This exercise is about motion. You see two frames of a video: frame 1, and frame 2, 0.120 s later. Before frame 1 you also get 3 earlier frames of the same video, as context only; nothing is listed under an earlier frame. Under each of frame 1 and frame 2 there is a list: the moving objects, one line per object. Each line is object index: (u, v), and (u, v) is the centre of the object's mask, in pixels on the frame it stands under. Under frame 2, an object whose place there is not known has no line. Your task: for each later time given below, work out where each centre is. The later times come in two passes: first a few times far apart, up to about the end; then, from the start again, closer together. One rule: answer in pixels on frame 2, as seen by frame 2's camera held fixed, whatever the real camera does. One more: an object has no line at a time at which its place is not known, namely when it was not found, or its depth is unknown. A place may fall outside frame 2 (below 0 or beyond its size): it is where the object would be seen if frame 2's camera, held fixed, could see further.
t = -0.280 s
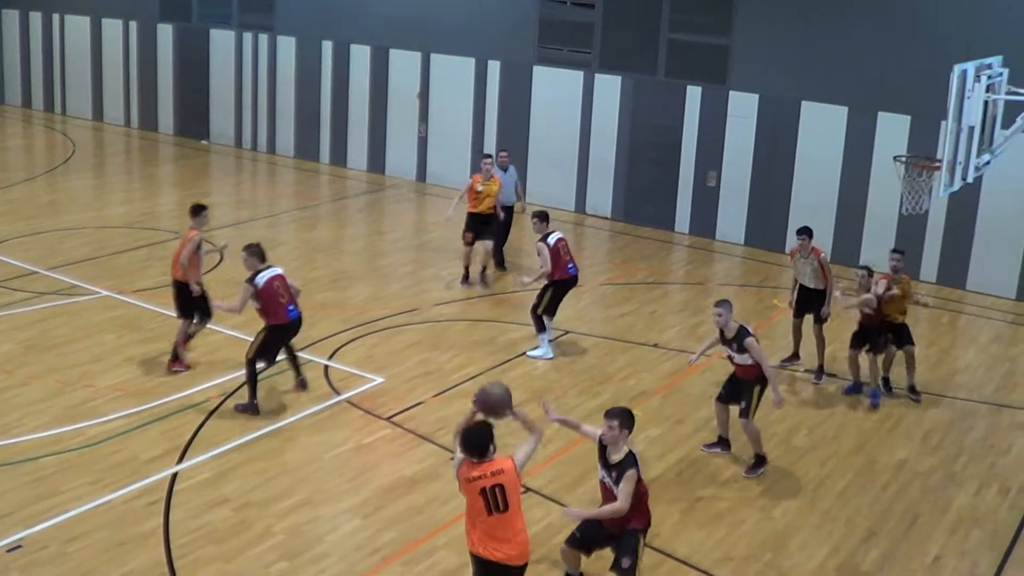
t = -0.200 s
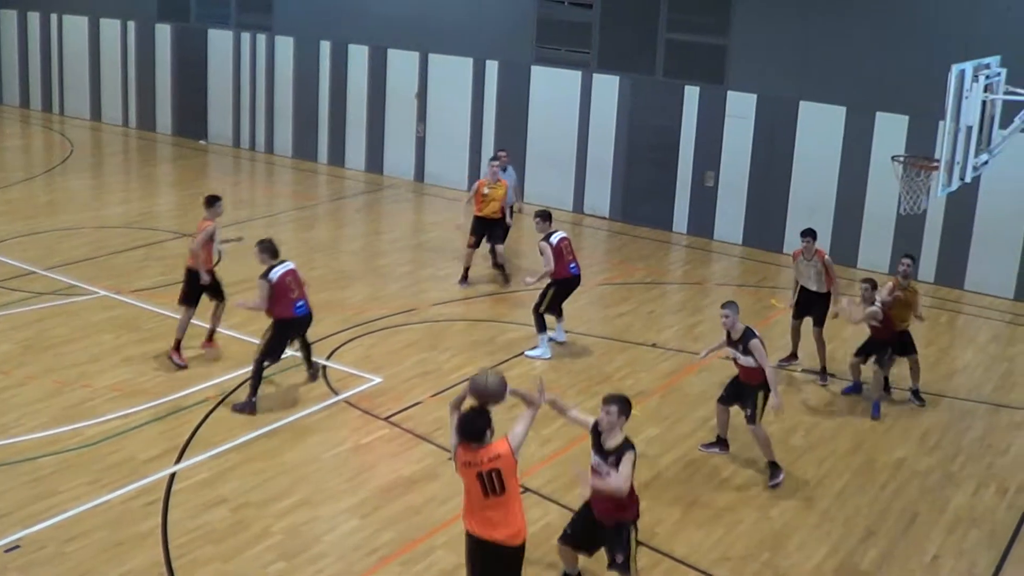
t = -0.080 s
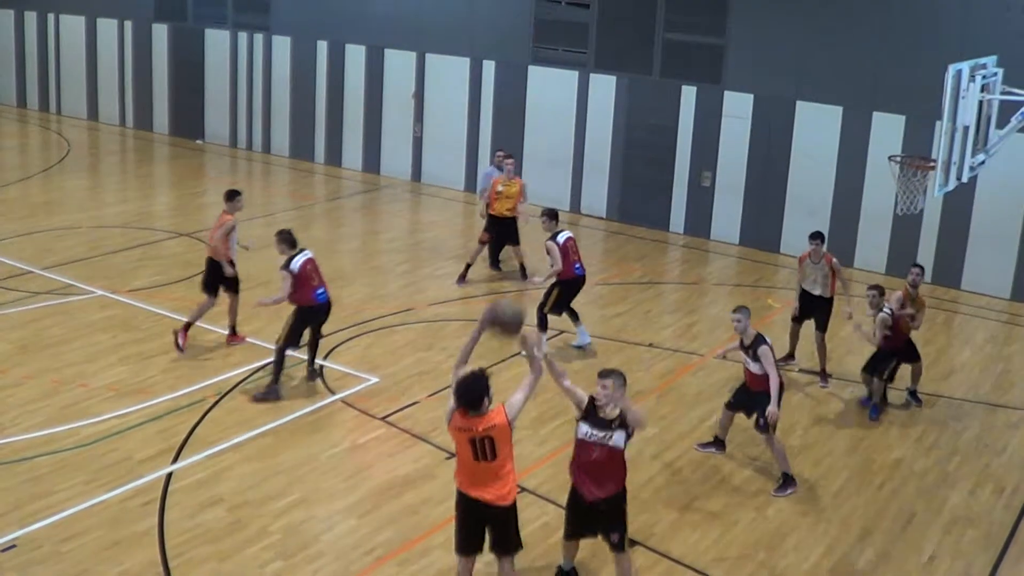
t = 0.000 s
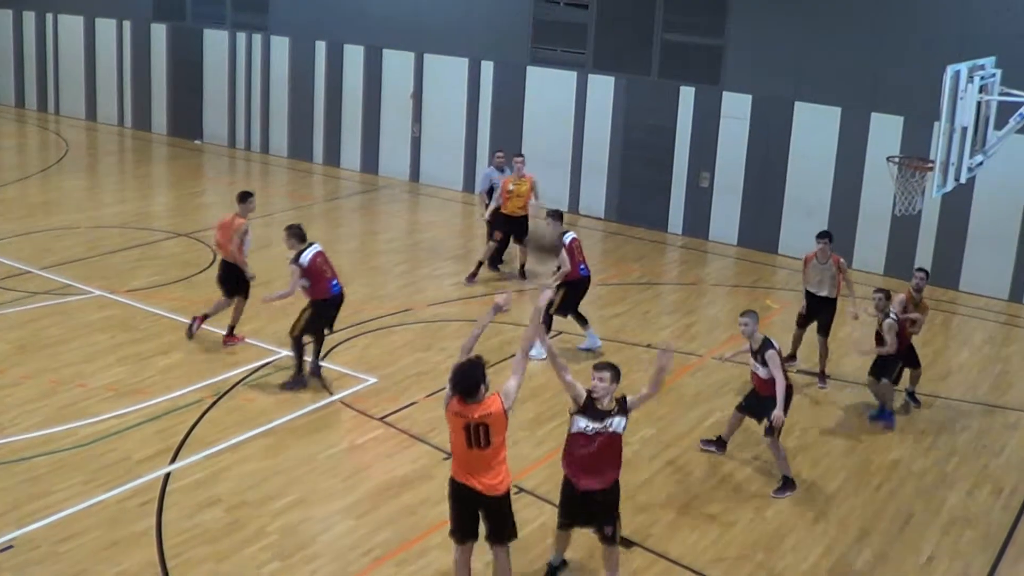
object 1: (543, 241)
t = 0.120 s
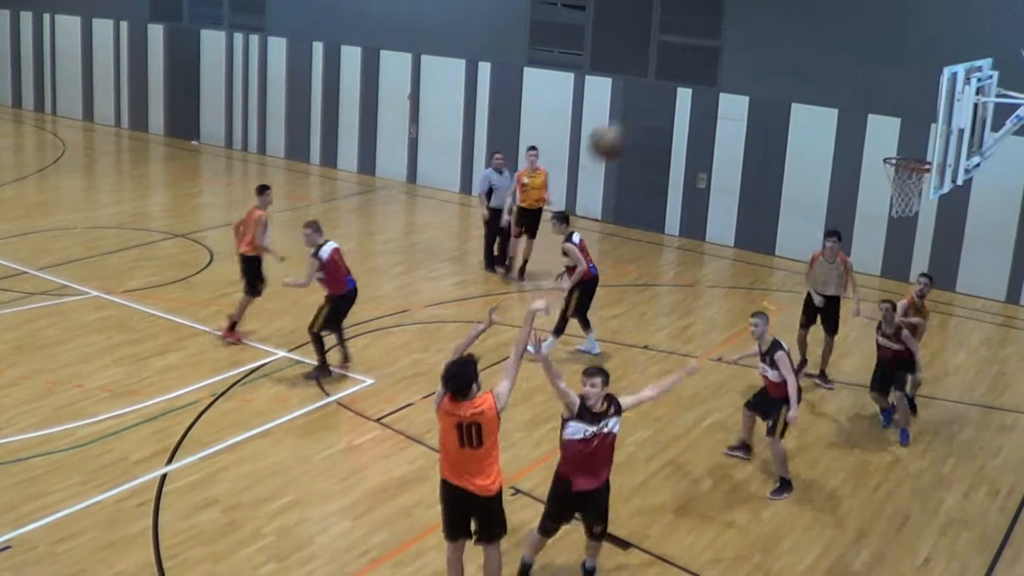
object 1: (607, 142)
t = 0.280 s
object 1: (683, 50)
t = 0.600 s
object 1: (801, 5)
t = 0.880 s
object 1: (872, 63)
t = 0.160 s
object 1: (627, 115)
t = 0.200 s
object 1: (646, 90)
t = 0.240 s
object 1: (665, 69)
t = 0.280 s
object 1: (683, 50)
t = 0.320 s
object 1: (699, 37)
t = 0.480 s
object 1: (762, 6)
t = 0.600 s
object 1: (801, 5)
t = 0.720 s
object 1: (834, 17)
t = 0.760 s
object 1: (845, 25)
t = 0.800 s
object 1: (855, 36)
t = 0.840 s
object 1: (863, 50)
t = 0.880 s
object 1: (872, 63)
